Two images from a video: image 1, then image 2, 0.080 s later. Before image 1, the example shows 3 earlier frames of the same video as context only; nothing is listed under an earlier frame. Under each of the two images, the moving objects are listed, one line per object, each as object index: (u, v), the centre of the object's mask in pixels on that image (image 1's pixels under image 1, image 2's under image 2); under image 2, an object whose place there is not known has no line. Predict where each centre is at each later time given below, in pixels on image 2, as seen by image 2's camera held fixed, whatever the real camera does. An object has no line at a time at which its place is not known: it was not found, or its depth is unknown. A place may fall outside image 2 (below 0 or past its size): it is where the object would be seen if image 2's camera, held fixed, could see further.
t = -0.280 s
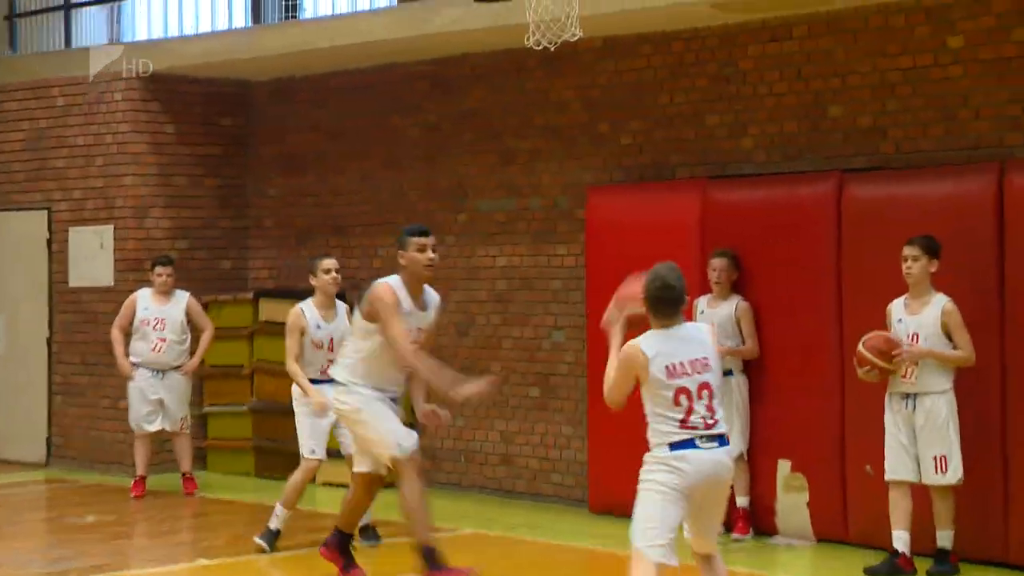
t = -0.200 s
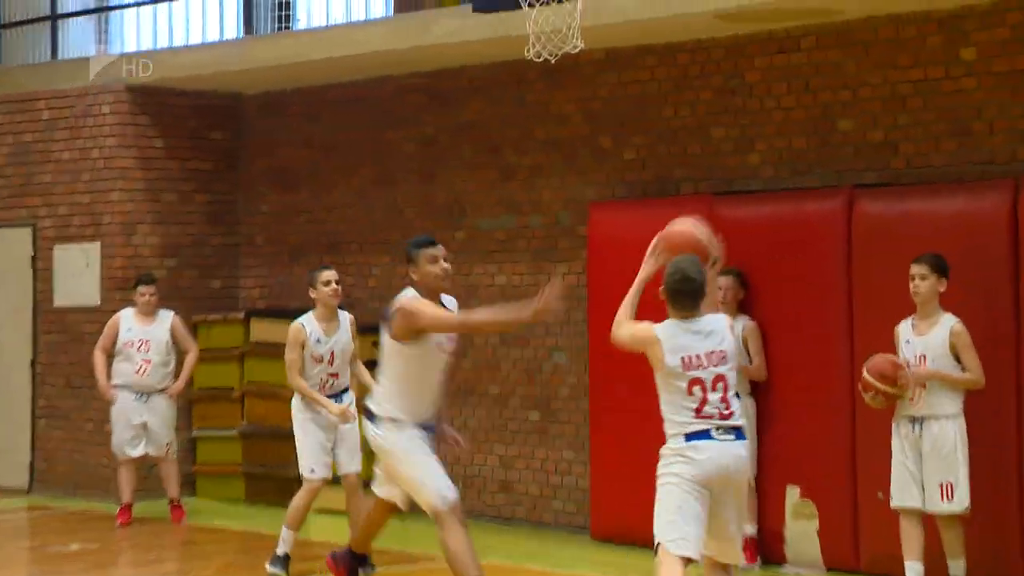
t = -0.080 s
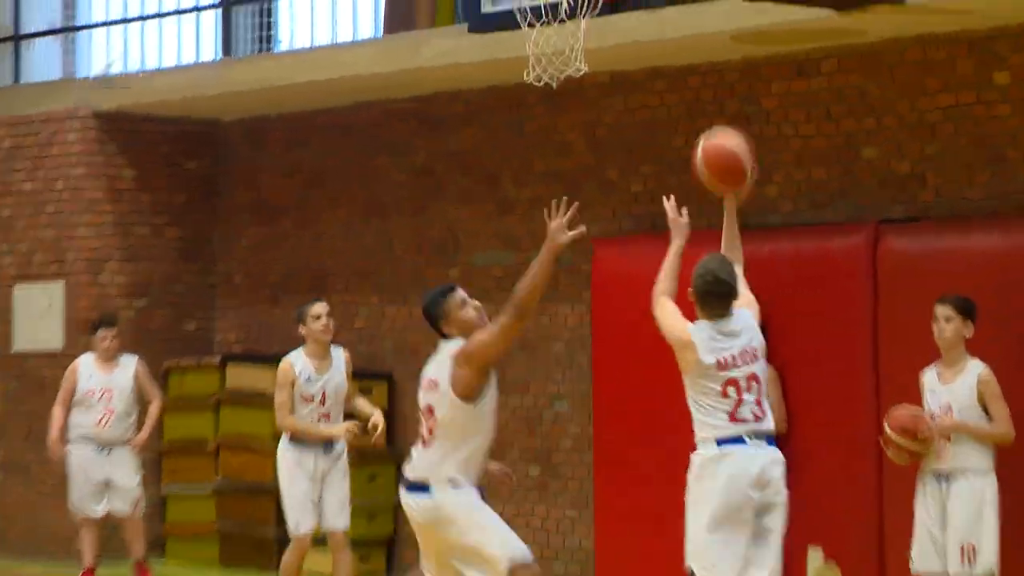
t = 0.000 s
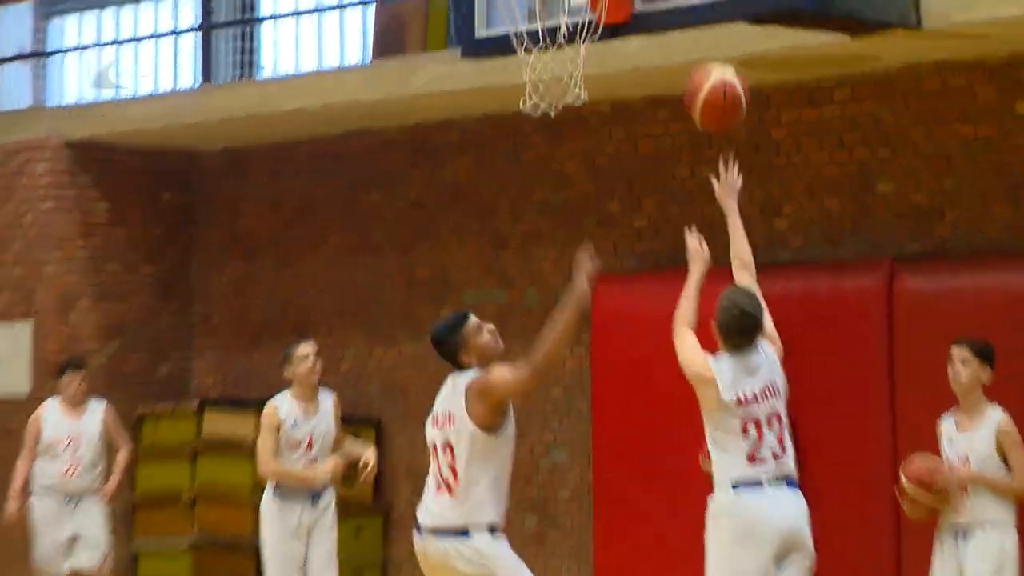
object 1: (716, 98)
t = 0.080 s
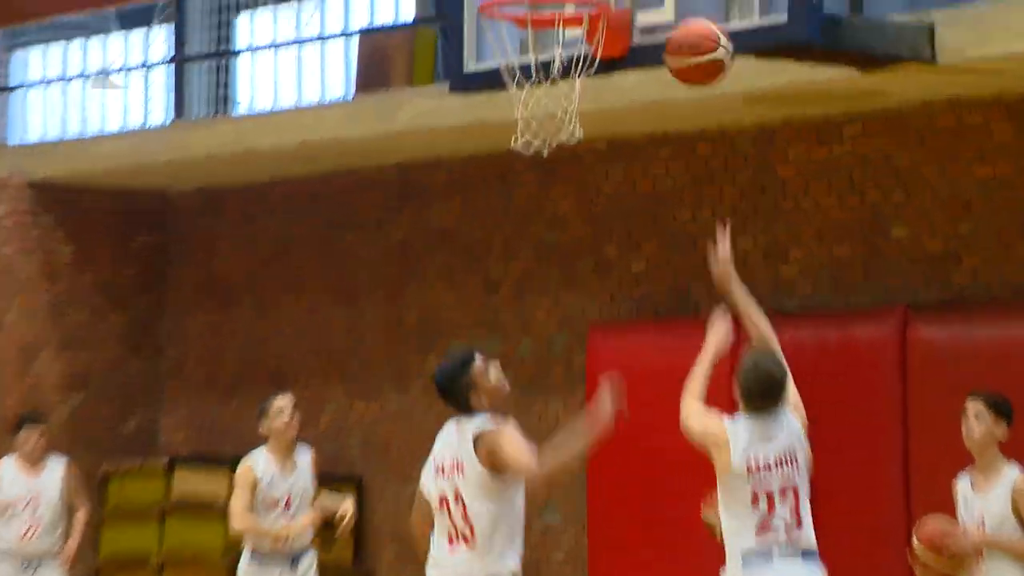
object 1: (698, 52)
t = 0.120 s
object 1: (687, 21)
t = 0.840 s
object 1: (549, -25)
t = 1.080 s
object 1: (555, 1)
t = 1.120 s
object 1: (547, 5)
